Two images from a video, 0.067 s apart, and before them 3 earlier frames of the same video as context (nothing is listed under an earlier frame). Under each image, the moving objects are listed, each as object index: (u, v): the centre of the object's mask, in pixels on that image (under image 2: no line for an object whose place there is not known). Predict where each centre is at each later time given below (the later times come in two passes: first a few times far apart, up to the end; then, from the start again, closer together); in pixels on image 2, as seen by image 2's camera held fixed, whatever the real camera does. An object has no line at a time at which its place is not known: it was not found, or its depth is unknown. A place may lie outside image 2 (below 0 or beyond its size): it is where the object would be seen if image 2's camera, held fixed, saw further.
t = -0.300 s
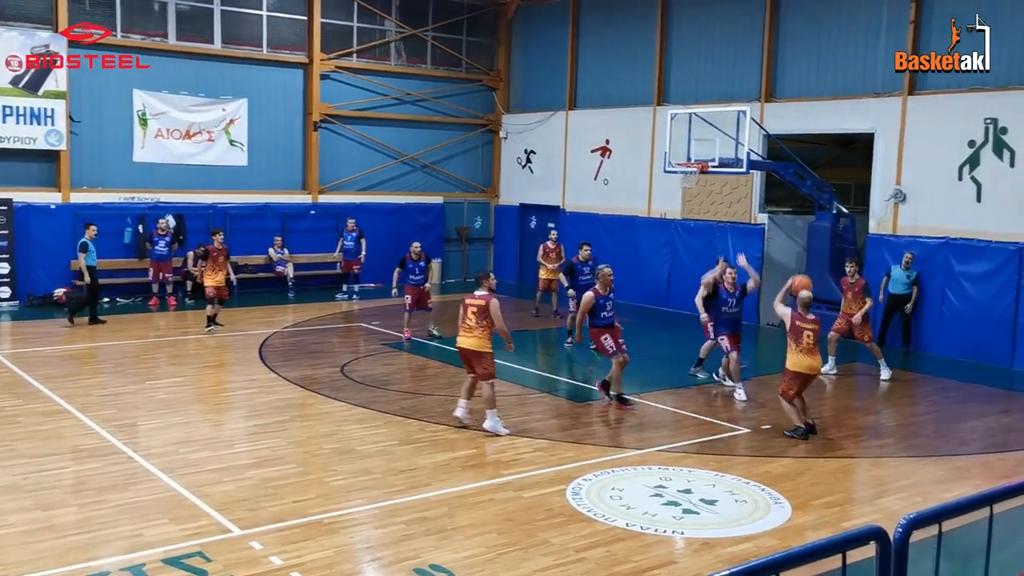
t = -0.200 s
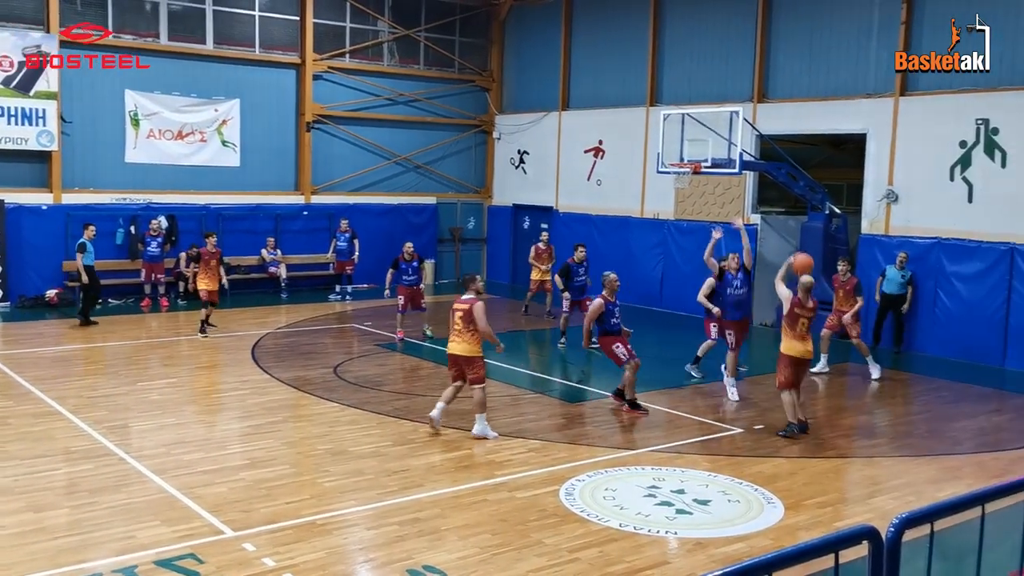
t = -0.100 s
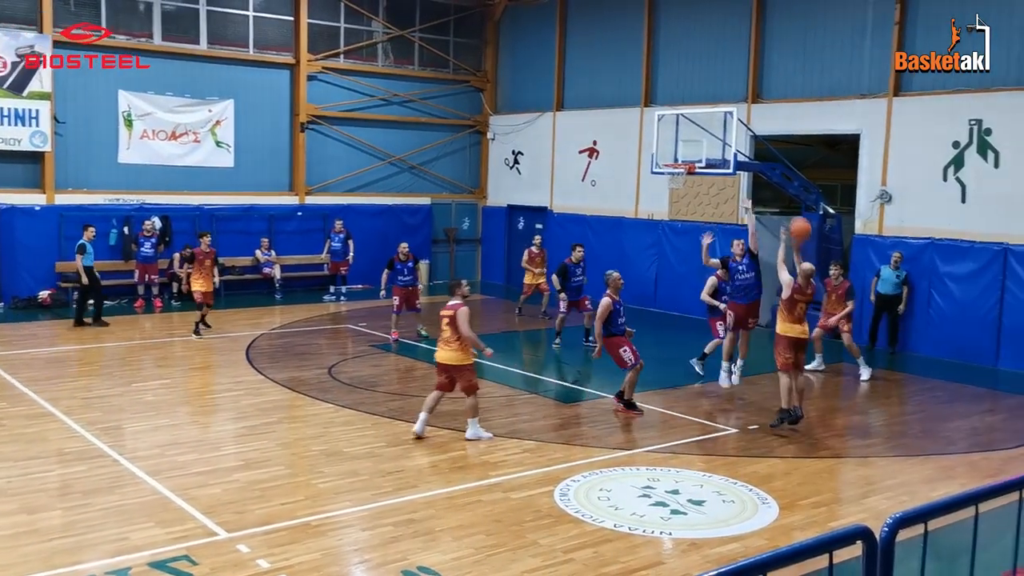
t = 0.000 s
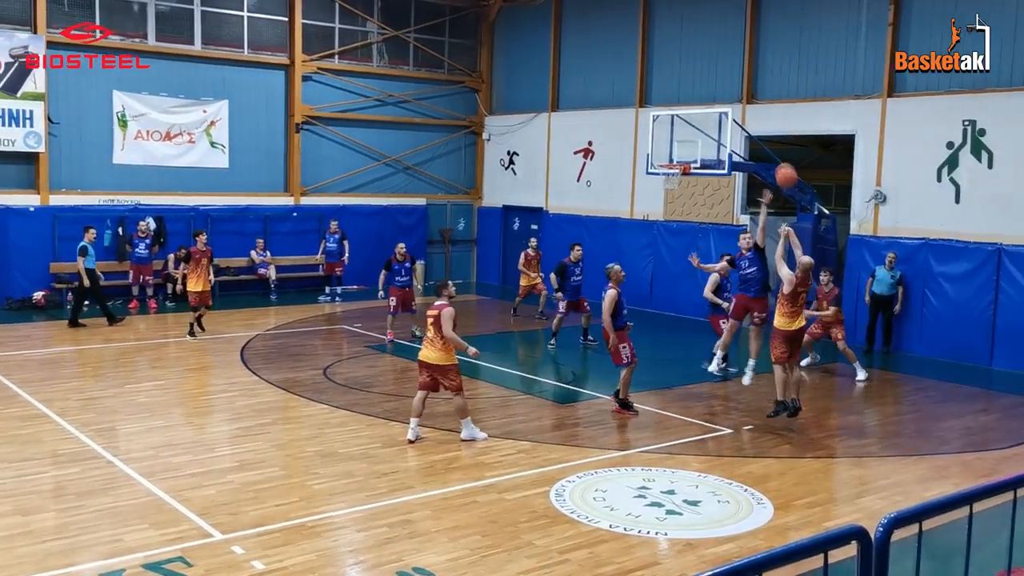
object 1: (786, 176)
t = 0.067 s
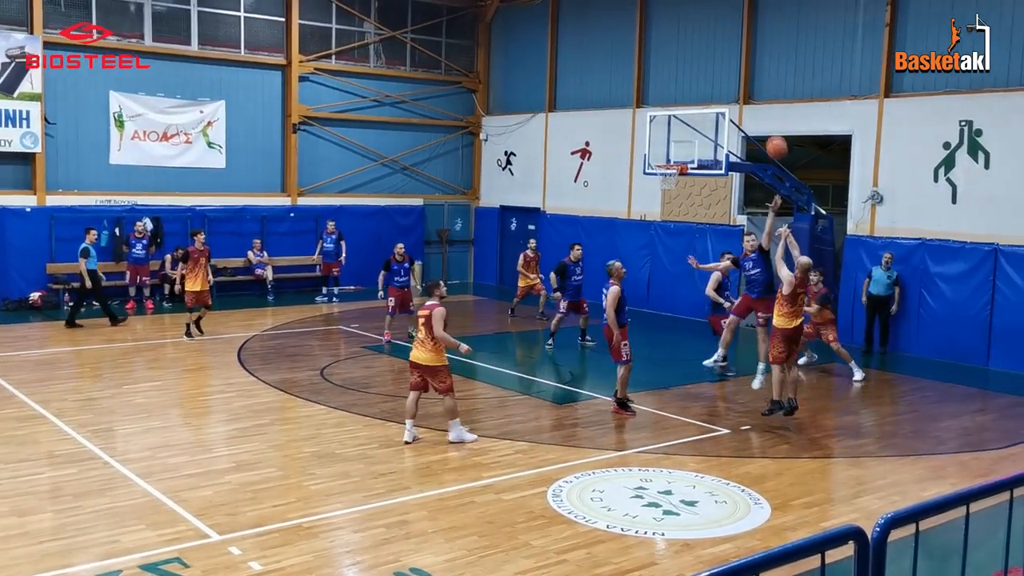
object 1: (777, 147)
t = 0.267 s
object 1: (757, 82)
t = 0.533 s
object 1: (734, 53)
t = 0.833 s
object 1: (708, 78)
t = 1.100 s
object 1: (687, 142)
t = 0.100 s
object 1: (773, 133)
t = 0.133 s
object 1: (770, 120)
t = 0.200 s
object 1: (763, 98)
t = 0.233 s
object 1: (760, 90)
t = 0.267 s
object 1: (757, 82)
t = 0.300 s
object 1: (754, 76)
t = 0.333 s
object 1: (751, 69)
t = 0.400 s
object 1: (745, 61)
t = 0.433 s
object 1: (742, 57)
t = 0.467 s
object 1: (739, 55)
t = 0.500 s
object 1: (736, 53)
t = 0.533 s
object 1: (734, 53)
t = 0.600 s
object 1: (727, 53)
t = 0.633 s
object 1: (725, 54)
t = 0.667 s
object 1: (722, 57)
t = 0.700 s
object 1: (719, 60)
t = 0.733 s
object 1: (716, 63)
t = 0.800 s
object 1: (710, 72)
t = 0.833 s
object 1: (708, 78)
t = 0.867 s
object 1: (705, 84)
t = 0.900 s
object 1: (703, 90)
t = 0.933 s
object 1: (700, 98)
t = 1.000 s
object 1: (695, 114)
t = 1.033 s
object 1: (692, 123)
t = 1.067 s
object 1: (689, 132)
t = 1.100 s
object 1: (687, 142)
